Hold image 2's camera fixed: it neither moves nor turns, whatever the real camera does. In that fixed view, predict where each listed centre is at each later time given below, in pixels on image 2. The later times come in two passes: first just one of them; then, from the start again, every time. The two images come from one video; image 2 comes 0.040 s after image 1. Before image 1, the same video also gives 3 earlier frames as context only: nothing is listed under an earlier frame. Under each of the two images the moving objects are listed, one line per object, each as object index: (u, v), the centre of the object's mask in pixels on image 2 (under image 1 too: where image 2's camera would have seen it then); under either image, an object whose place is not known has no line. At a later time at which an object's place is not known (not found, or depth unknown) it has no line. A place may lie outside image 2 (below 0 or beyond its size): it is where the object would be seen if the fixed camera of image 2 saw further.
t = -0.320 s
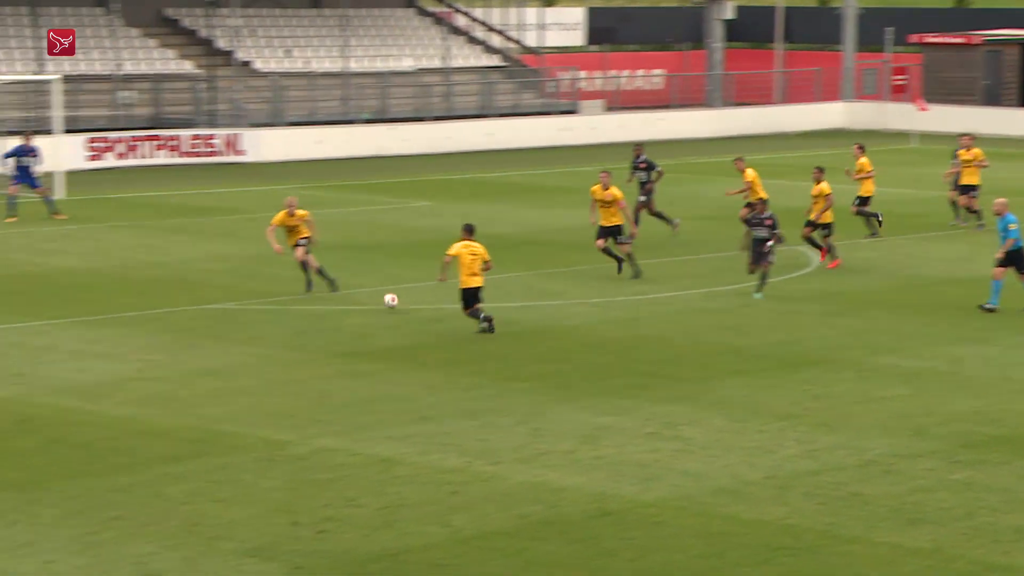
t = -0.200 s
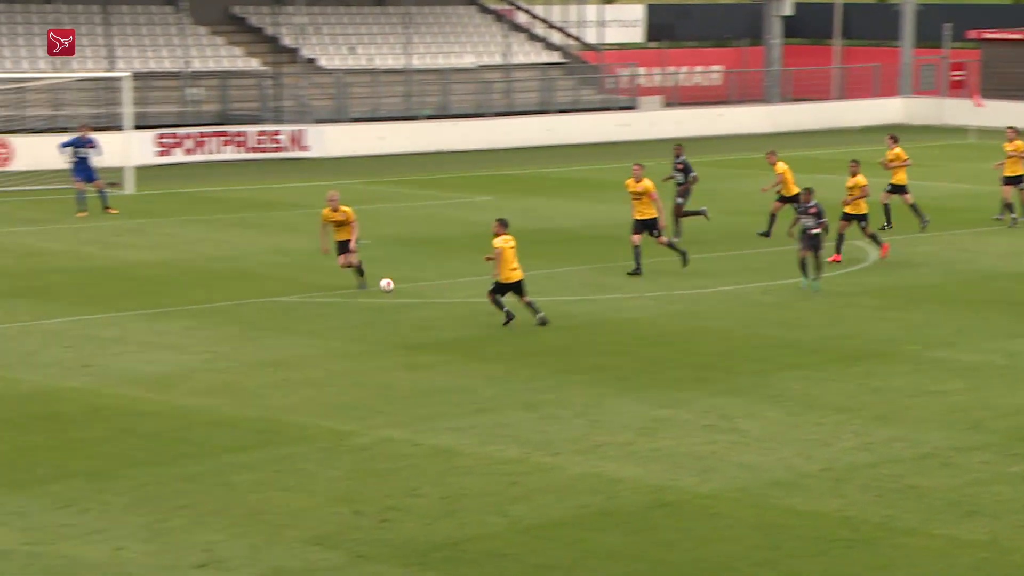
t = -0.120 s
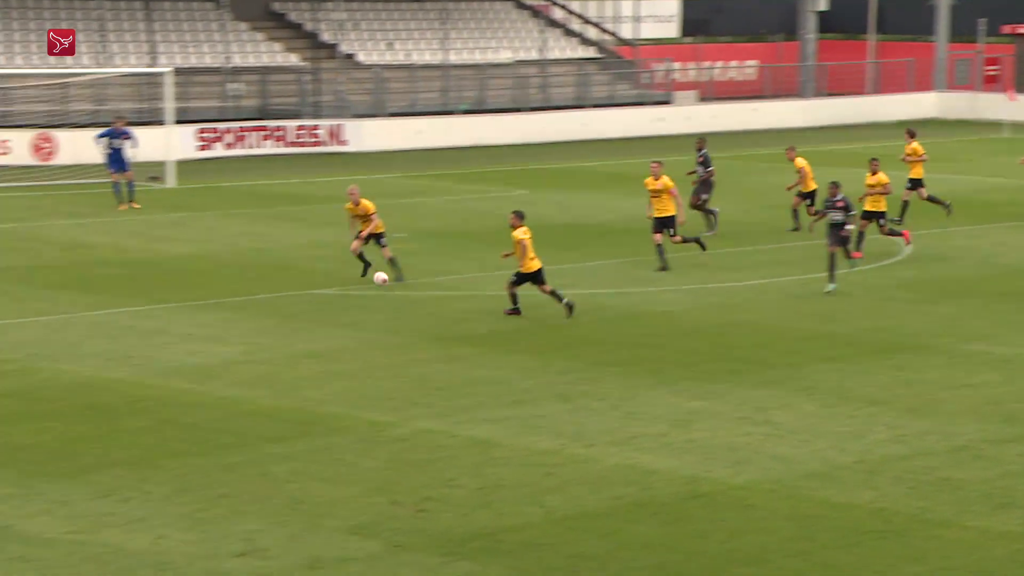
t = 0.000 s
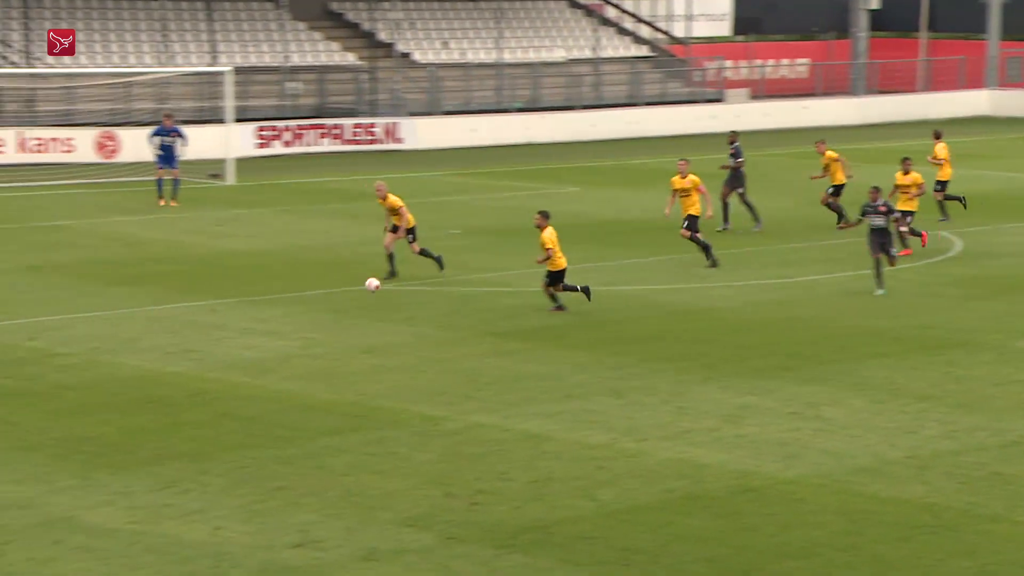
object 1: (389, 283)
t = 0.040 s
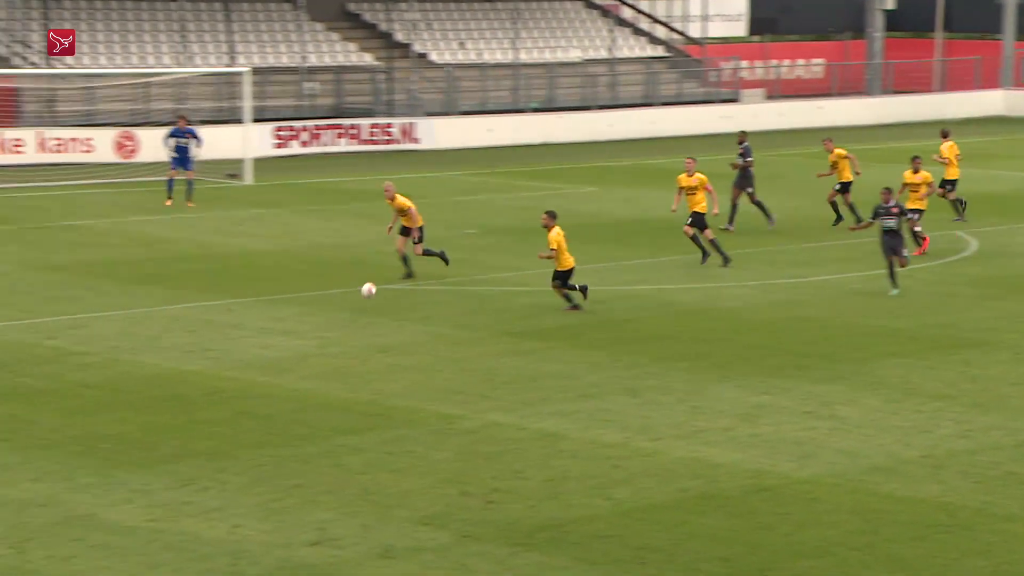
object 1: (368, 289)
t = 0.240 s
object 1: (262, 303)
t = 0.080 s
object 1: (348, 296)
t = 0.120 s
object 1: (328, 306)
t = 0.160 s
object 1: (306, 306)
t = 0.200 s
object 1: (283, 304)
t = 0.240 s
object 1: (262, 303)
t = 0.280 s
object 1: (239, 303)
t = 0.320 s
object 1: (217, 303)
